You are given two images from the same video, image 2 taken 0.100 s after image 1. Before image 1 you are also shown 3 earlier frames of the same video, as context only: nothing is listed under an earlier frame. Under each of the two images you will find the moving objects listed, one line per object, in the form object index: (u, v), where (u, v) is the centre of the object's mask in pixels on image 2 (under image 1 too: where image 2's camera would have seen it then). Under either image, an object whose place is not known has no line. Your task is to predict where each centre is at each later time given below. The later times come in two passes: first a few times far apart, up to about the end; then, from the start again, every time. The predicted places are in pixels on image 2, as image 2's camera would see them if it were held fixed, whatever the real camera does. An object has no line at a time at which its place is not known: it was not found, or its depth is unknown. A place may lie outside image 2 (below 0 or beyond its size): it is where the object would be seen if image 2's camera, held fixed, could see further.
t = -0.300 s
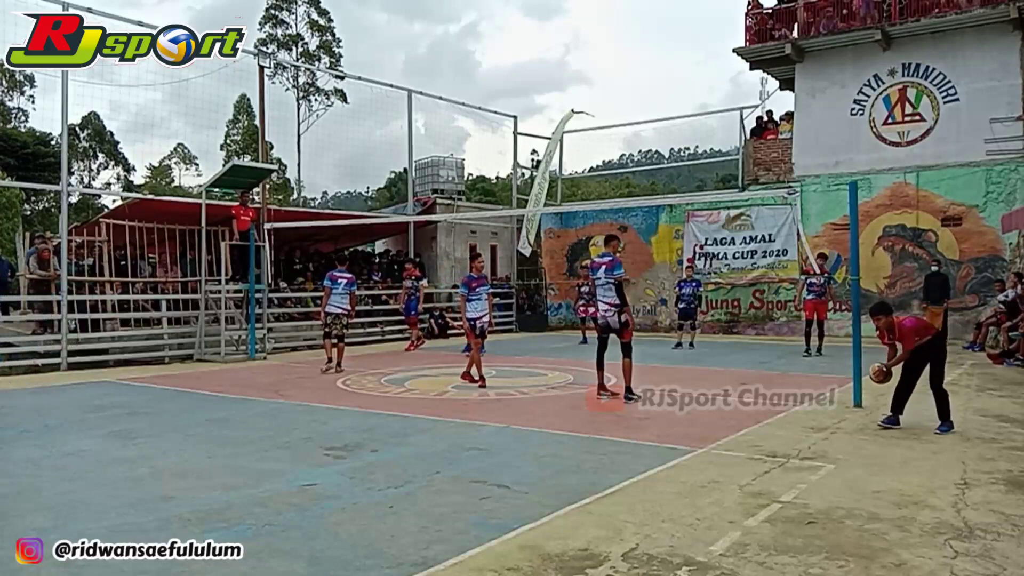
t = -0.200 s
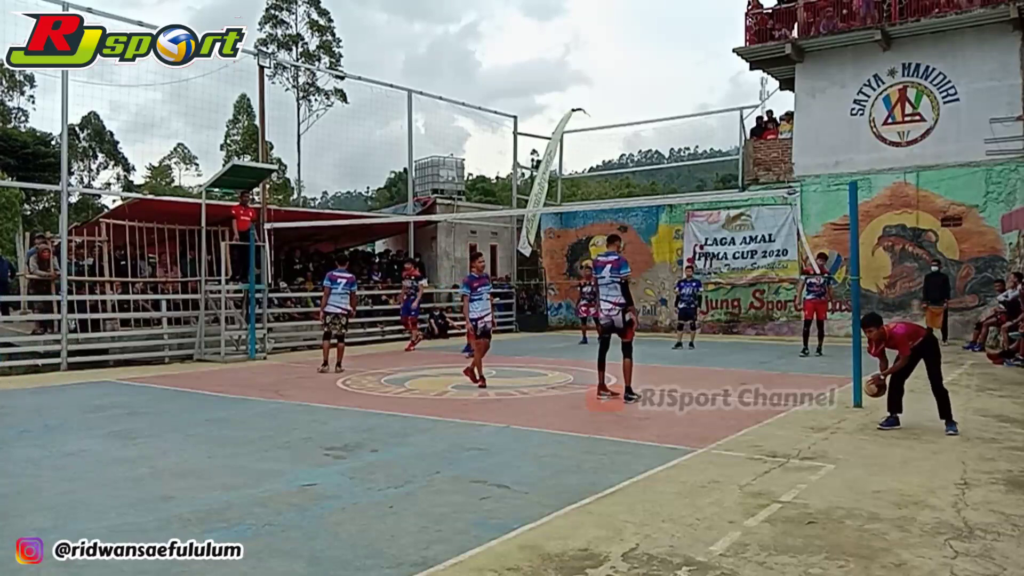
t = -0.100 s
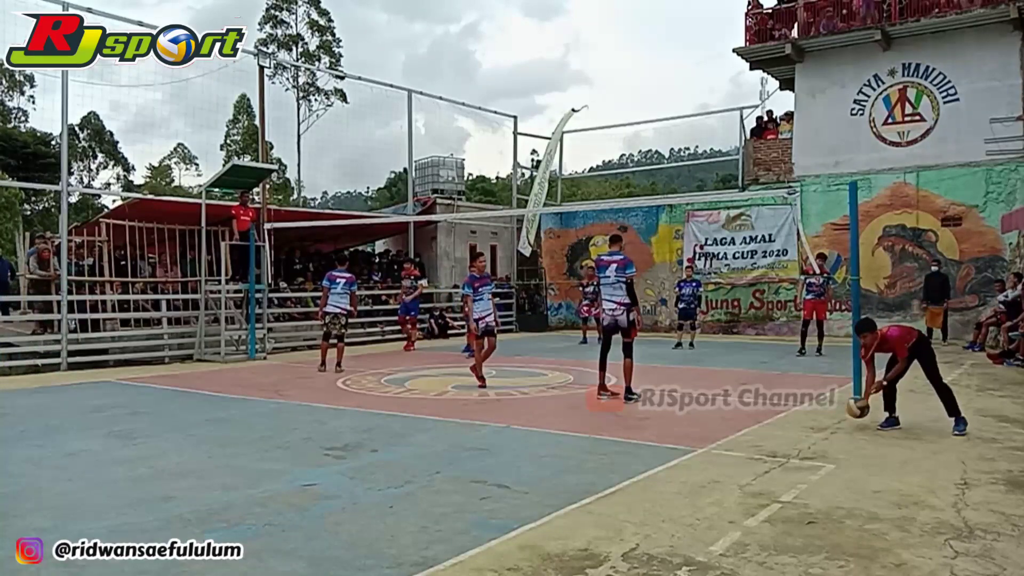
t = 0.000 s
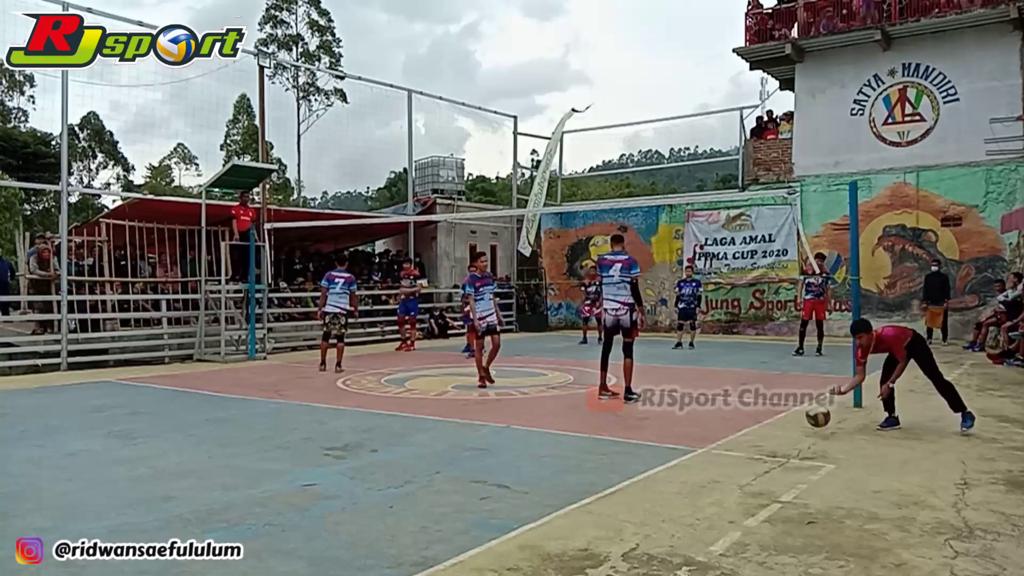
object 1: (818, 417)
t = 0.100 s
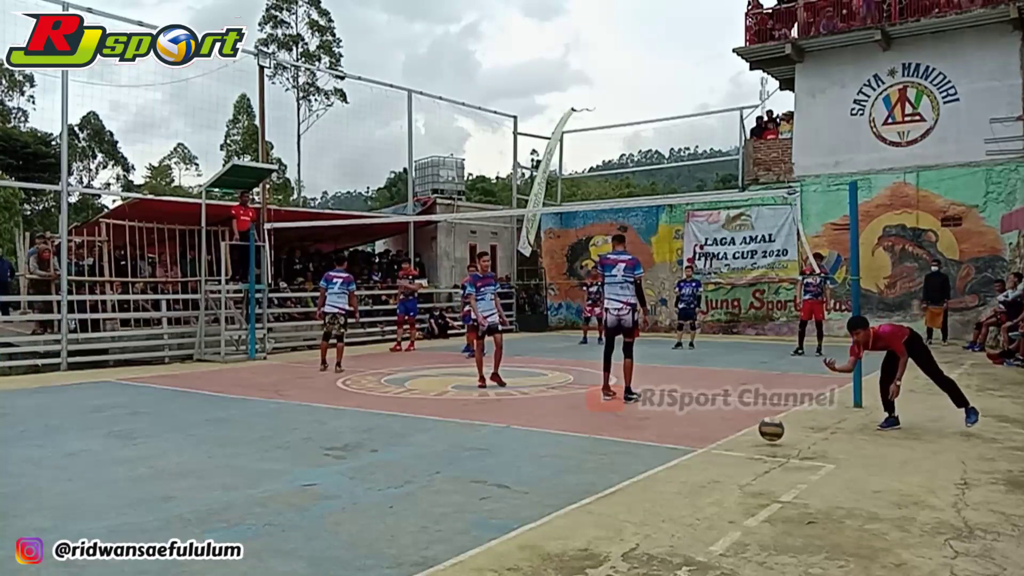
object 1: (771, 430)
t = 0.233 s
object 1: (713, 436)
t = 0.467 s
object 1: (607, 453)
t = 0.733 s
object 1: (460, 484)
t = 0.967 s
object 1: (295, 517)
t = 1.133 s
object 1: (153, 529)
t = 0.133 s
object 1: (755, 437)
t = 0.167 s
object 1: (741, 436)
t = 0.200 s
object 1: (728, 435)
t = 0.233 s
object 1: (713, 436)
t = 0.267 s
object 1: (699, 439)
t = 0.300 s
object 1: (685, 443)
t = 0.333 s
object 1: (670, 449)
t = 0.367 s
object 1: (655, 453)
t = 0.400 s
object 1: (639, 451)
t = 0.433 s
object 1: (624, 452)
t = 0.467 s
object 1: (607, 453)
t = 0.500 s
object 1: (591, 458)
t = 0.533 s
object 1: (574, 463)
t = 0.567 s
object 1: (557, 471)
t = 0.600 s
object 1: (538, 473)
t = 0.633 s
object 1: (519, 474)
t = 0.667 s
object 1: (500, 475)
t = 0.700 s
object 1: (481, 479)
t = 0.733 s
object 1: (460, 484)
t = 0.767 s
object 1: (439, 493)
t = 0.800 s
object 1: (417, 497)
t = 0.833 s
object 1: (394, 497)
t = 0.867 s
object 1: (371, 498)
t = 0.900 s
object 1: (346, 502)
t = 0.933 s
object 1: (321, 508)
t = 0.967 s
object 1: (295, 517)
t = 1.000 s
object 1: (269, 527)
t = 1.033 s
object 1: (242, 527)
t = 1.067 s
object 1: (212, 525)
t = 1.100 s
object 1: (183, 527)
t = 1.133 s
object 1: (153, 529)
